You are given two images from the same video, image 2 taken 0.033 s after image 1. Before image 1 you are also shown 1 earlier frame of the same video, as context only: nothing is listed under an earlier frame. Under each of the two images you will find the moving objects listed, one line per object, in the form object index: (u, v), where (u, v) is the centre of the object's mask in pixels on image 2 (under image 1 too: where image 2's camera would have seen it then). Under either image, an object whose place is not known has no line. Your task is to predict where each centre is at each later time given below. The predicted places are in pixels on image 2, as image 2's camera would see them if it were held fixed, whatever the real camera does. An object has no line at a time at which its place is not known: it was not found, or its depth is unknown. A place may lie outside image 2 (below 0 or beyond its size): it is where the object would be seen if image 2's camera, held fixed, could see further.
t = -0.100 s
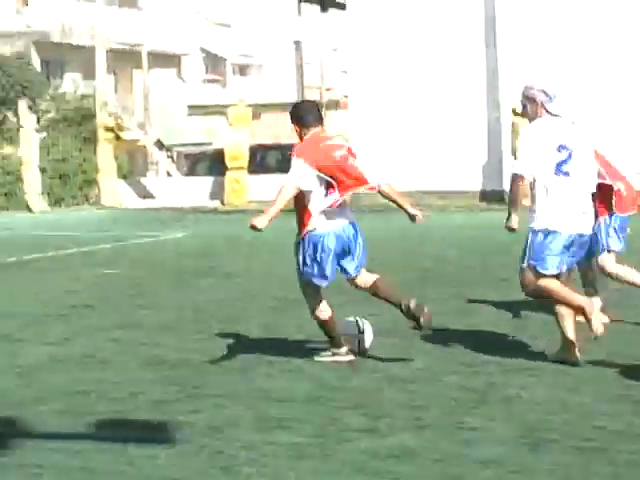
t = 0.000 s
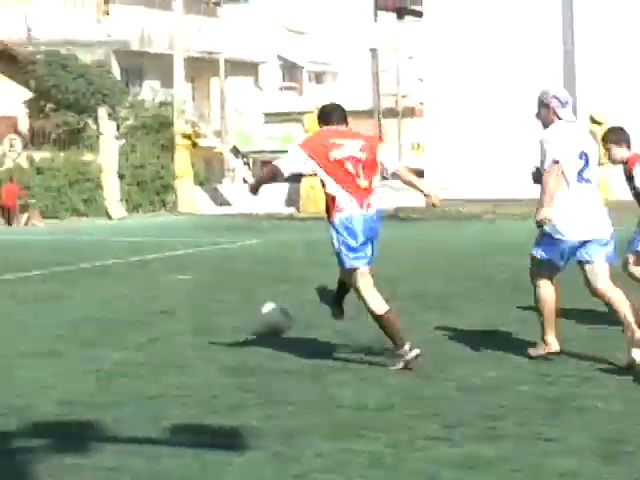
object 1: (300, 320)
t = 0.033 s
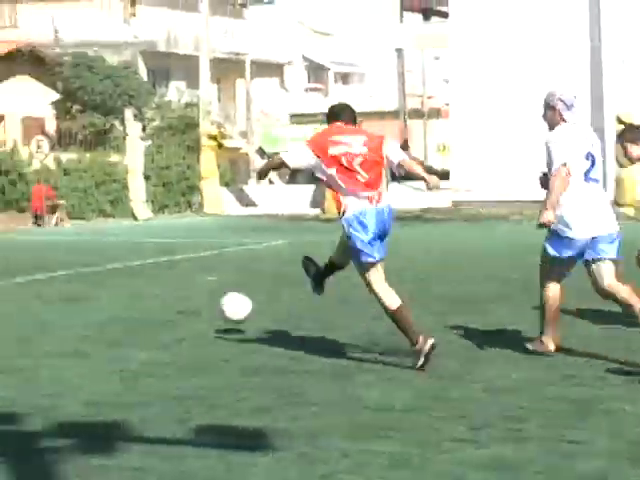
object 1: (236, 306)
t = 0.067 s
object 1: (176, 298)
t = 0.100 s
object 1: (121, 293)
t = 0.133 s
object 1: (70, 290)
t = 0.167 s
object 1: (23, 290)
